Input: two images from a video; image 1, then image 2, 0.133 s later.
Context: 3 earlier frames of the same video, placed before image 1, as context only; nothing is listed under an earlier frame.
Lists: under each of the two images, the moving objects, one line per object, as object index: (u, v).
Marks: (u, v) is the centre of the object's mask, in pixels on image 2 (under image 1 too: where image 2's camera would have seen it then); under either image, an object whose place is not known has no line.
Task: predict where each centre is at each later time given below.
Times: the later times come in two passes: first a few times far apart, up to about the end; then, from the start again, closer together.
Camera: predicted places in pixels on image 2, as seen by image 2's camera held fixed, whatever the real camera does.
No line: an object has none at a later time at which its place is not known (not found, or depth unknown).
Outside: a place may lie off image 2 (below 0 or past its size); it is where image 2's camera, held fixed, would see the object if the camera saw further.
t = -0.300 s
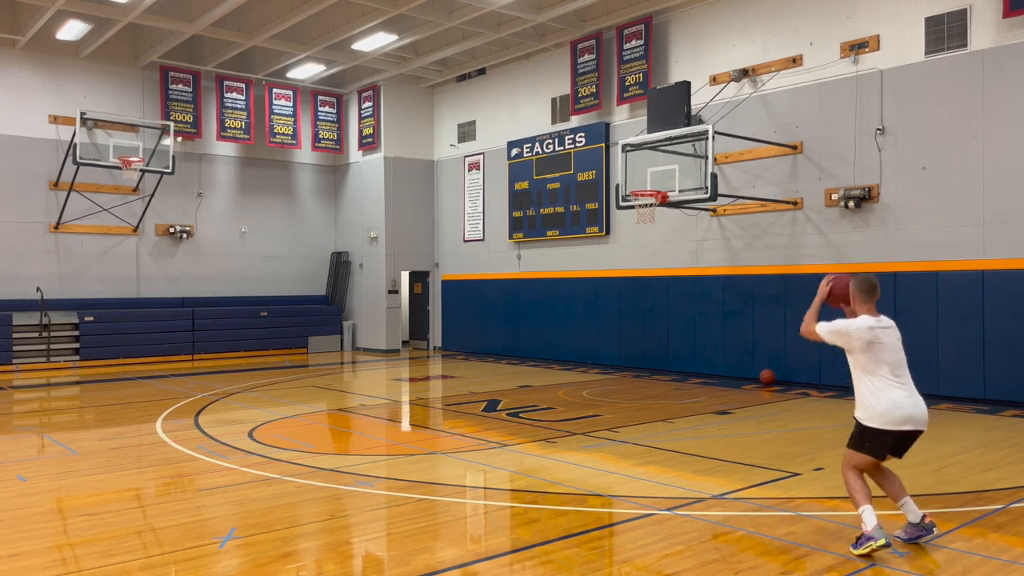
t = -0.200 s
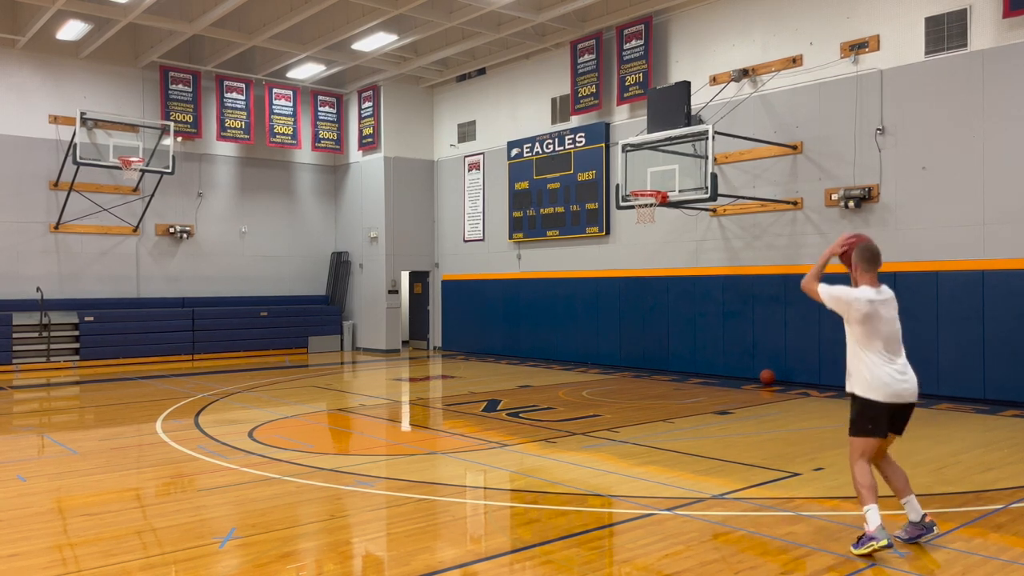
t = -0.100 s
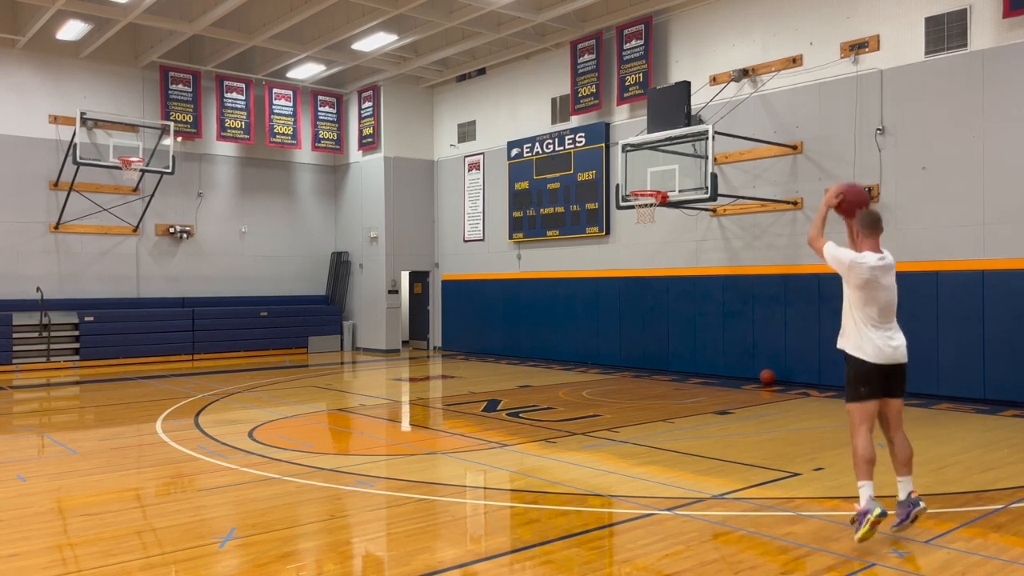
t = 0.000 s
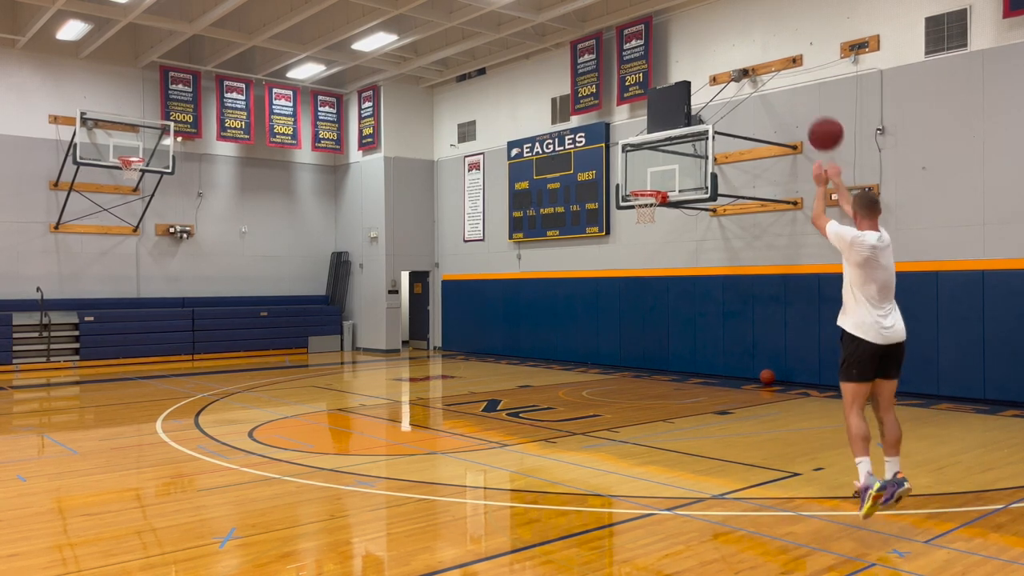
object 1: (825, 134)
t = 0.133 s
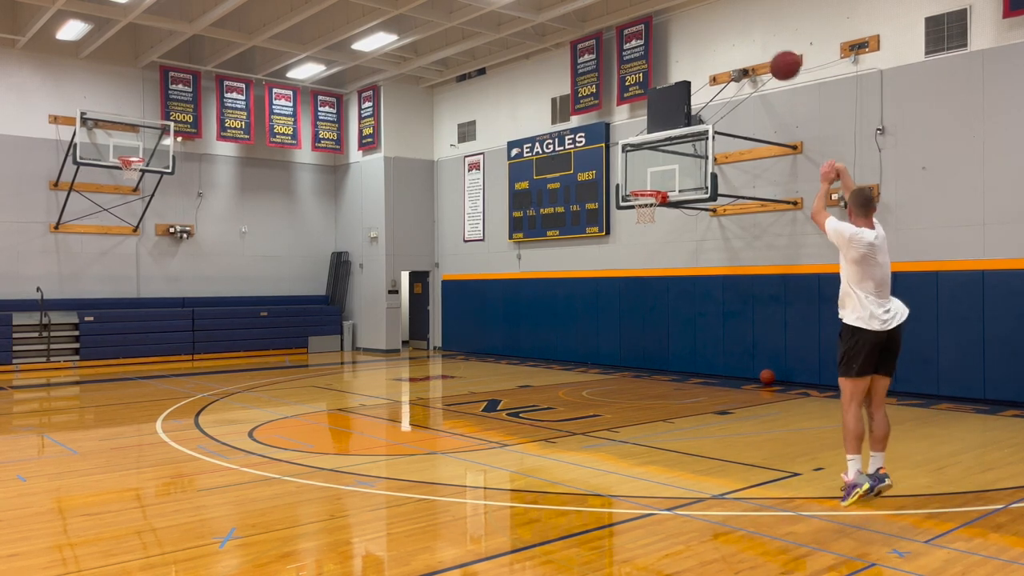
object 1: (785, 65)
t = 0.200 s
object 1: (768, 44)
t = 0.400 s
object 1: (729, 18)
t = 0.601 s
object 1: (699, 31)
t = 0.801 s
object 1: (676, 69)
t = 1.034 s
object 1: (656, 138)
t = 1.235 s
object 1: (644, 208)
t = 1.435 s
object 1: (639, 281)
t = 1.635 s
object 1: (635, 380)
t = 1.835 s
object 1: (635, 326)
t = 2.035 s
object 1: (635, 273)
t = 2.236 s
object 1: (635, 246)
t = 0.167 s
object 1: (777, 54)
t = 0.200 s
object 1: (768, 44)
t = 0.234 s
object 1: (761, 36)
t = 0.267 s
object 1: (754, 30)
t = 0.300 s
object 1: (747, 25)
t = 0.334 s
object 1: (741, 22)
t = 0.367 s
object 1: (734, 19)
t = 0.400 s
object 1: (729, 18)
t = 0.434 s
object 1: (723, 18)
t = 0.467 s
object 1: (718, 19)
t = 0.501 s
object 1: (713, 20)
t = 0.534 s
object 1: (708, 23)
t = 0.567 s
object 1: (703, 26)
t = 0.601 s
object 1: (699, 31)
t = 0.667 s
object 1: (691, 41)
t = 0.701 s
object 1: (687, 47)
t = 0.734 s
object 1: (683, 54)
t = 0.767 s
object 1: (680, 61)
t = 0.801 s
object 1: (676, 69)
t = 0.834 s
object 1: (673, 77)
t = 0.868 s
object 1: (670, 86)
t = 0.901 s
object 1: (667, 95)
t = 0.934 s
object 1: (664, 105)
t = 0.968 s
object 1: (661, 116)
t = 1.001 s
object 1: (659, 126)
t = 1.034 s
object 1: (656, 138)
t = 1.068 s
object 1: (654, 149)
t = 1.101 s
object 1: (651, 160)
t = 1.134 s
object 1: (649, 173)
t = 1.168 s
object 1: (647, 184)
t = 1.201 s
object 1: (645, 198)
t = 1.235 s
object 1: (644, 208)
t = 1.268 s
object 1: (642, 219)
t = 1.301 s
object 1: (642, 229)
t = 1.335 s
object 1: (641, 241)
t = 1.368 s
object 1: (640, 253)
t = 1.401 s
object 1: (640, 266)
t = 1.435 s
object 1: (639, 281)
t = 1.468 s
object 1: (639, 295)
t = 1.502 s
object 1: (638, 310)
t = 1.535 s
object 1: (637, 326)
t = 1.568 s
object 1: (637, 343)
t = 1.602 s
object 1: (636, 361)
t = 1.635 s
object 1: (635, 380)
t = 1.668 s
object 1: (635, 388)
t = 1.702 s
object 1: (634, 374)
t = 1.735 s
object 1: (635, 361)
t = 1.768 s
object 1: (635, 349)
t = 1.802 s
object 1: (635, 337)
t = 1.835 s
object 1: (635, 326)
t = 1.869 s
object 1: (635, 316)
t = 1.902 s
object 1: (635, 306)
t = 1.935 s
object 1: (635, 297)
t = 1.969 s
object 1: (635, 288)
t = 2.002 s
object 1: (635, 281)
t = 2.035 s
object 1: (635, 273)
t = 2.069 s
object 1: (635, 267)
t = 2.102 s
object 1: (635, 261)
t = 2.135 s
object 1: (635, 256)
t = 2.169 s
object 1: (635, 252)
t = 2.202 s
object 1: (635, 248)
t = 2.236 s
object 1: (635, 246)
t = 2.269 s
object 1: (635, 244)
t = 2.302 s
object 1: (635, 243)
